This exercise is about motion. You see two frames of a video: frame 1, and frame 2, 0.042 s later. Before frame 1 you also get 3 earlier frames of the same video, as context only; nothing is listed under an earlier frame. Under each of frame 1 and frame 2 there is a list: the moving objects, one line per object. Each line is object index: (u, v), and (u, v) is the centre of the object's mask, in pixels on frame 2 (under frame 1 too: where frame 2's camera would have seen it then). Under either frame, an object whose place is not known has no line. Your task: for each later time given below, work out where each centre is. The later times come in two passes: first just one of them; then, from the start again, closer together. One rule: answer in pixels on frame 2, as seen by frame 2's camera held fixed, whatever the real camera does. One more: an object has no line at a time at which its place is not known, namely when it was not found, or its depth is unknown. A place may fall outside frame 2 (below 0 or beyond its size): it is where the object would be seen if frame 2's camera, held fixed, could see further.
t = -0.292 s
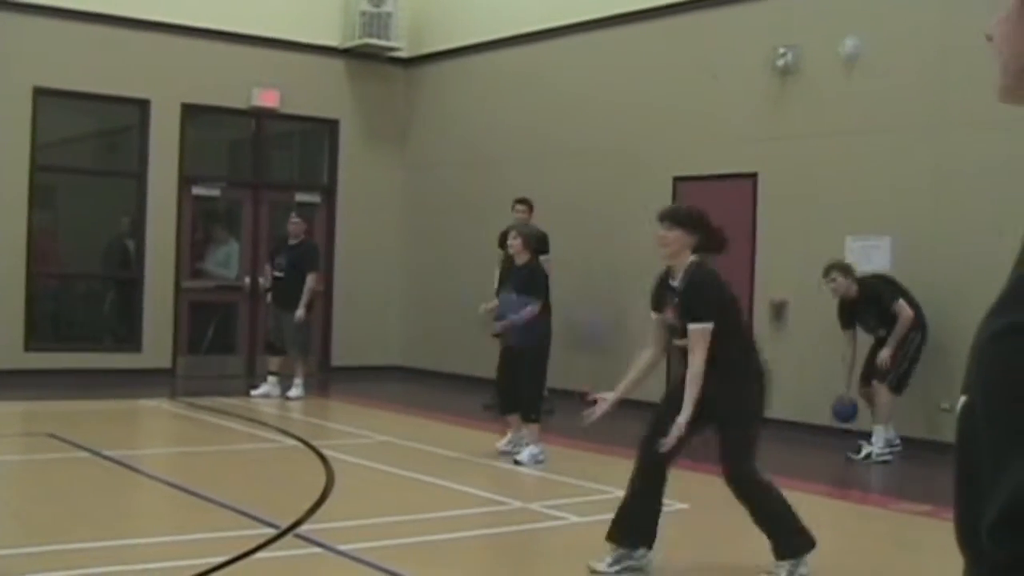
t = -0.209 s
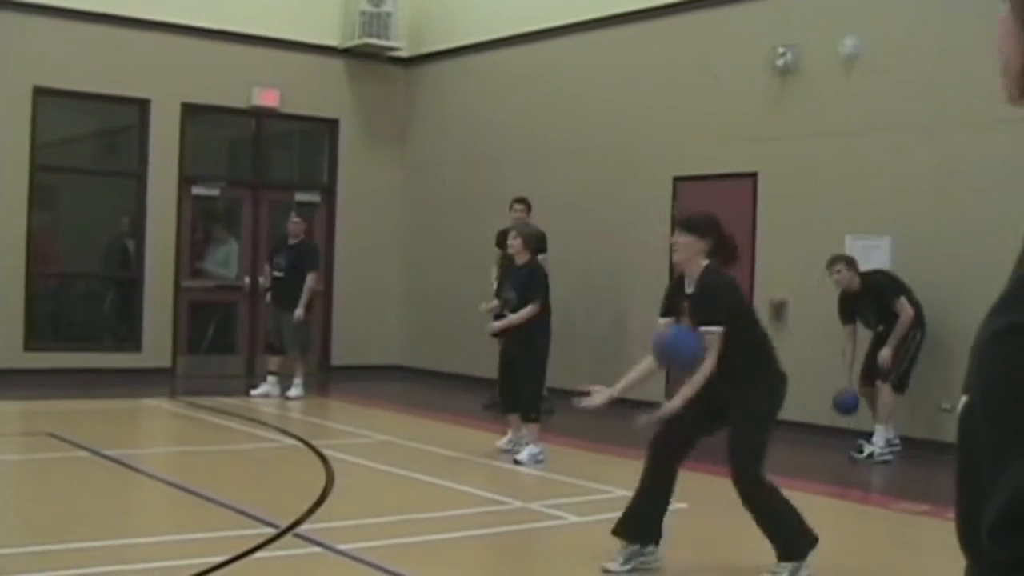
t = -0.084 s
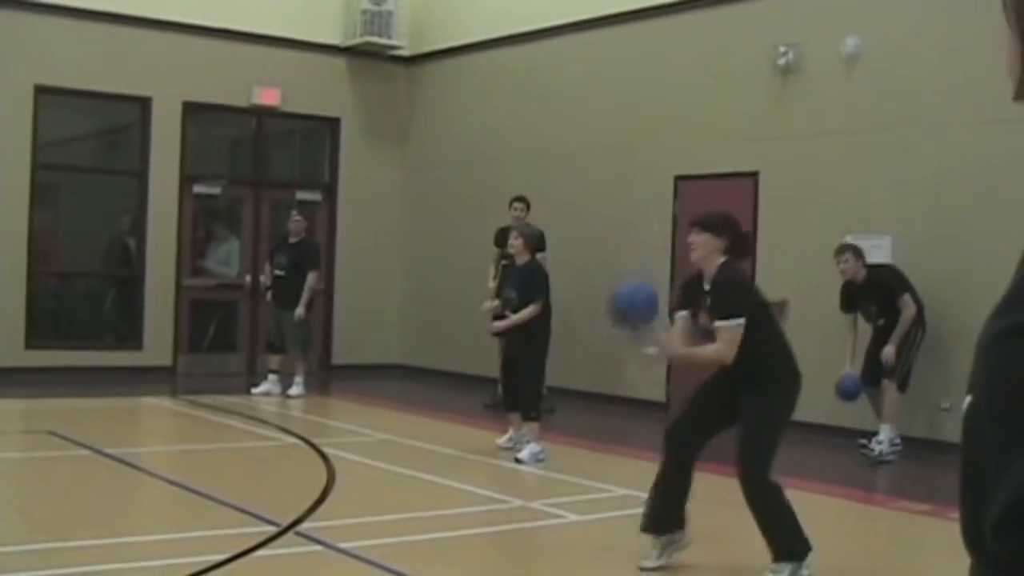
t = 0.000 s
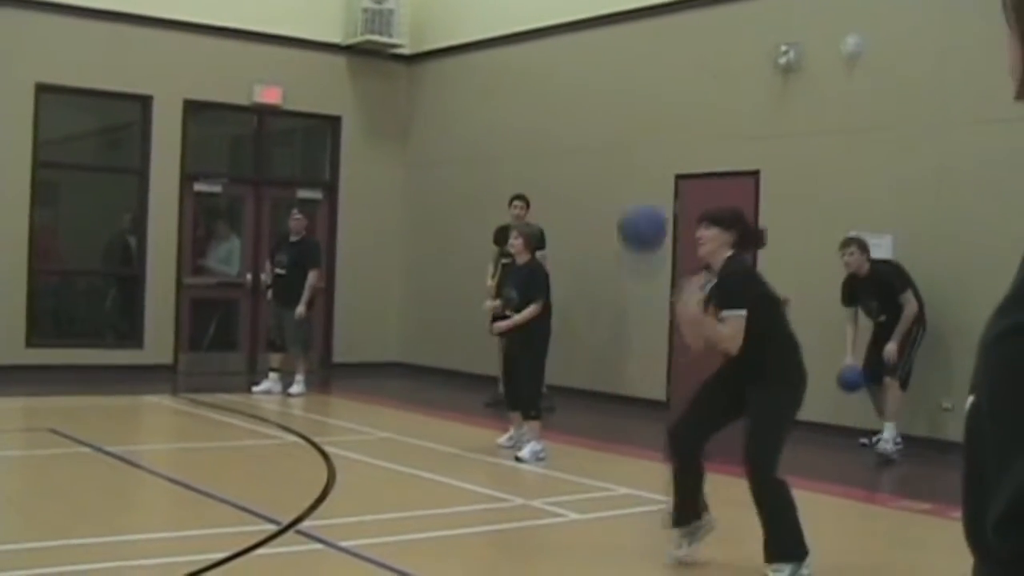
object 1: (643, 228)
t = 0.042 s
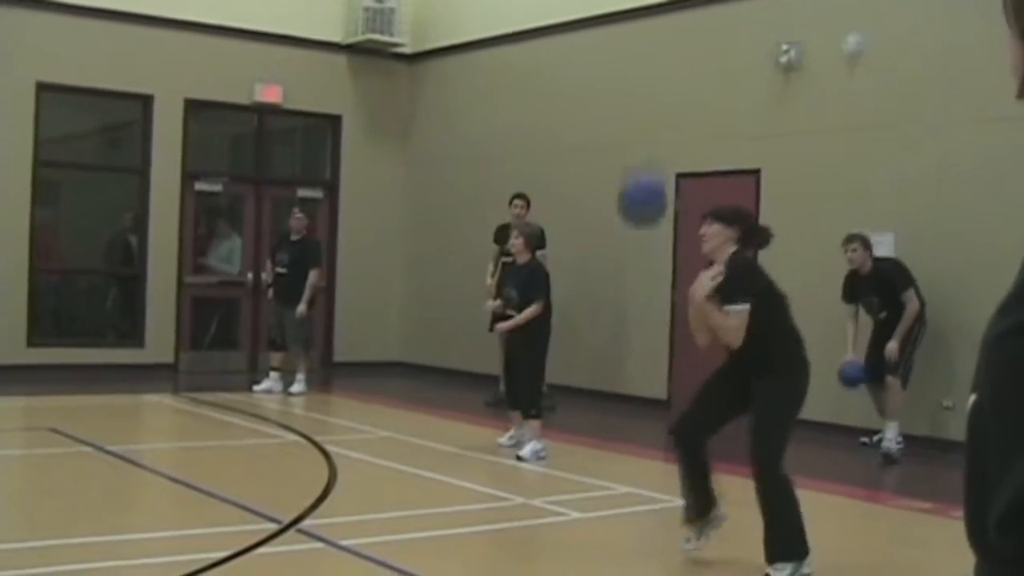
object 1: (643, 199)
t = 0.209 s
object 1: (651, 87)
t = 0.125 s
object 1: (645, 145)
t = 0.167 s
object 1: (649, 117)
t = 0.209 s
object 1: (651, 87)
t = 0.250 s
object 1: (649, 69)
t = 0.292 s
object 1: (648, 50)
